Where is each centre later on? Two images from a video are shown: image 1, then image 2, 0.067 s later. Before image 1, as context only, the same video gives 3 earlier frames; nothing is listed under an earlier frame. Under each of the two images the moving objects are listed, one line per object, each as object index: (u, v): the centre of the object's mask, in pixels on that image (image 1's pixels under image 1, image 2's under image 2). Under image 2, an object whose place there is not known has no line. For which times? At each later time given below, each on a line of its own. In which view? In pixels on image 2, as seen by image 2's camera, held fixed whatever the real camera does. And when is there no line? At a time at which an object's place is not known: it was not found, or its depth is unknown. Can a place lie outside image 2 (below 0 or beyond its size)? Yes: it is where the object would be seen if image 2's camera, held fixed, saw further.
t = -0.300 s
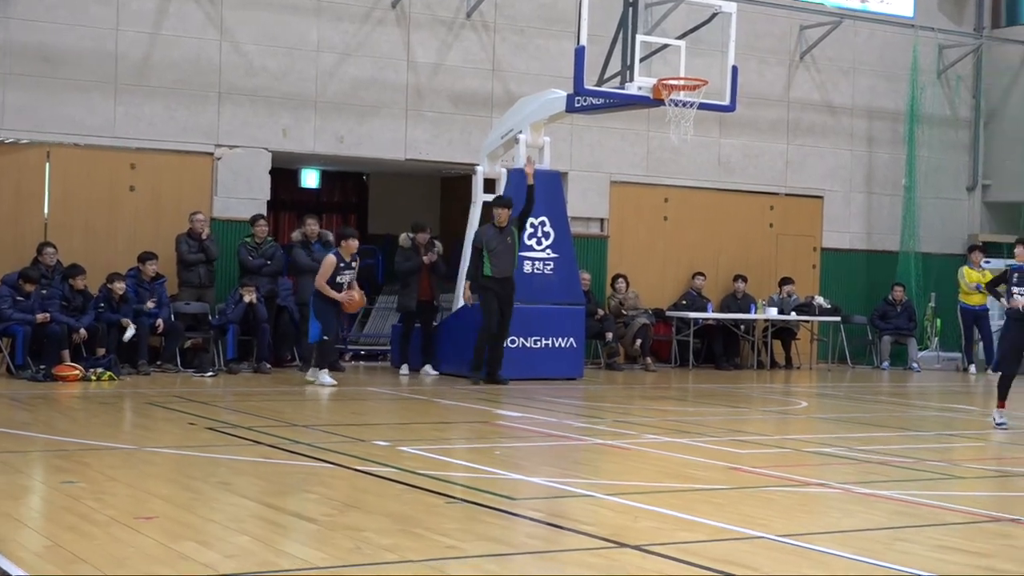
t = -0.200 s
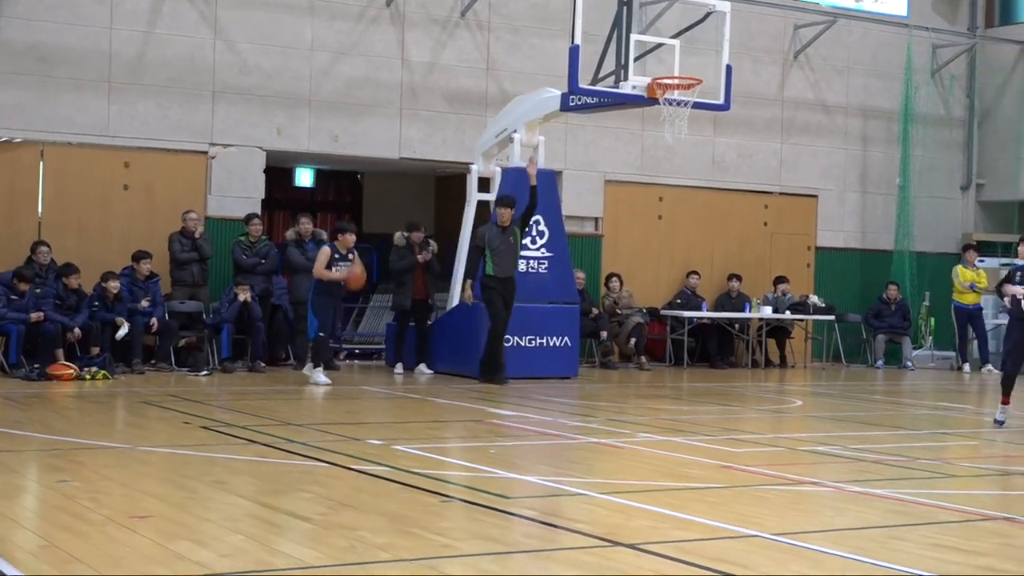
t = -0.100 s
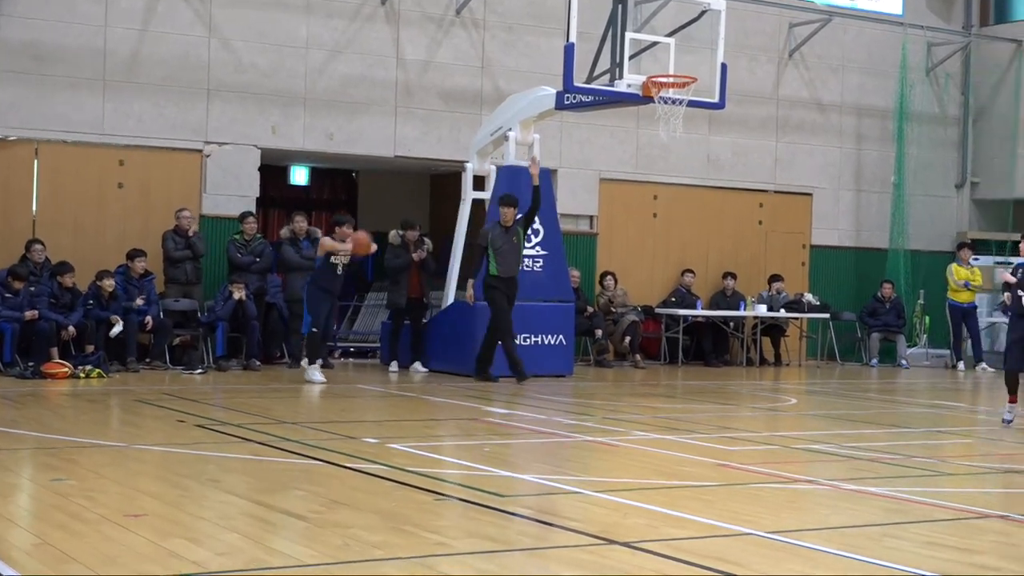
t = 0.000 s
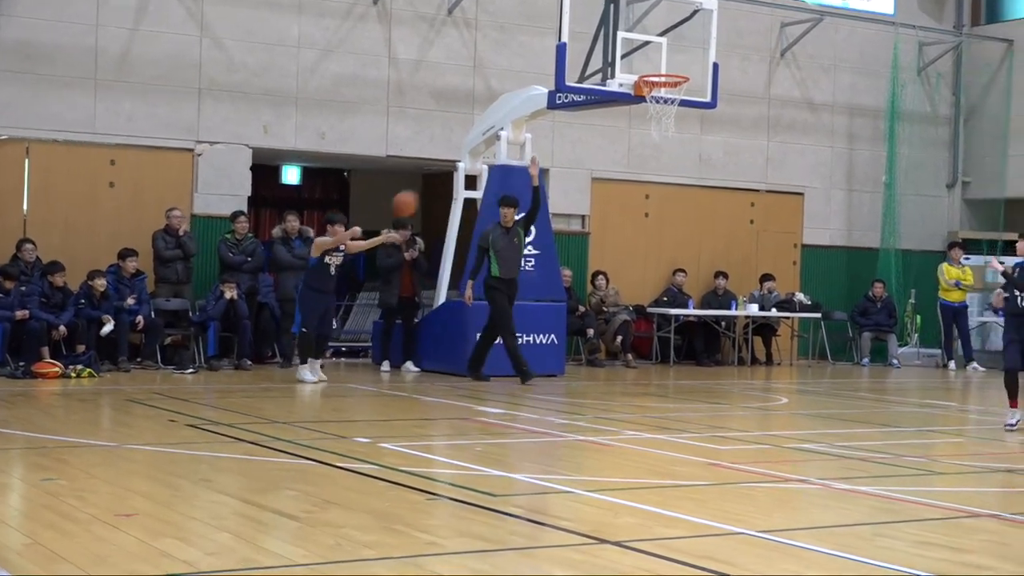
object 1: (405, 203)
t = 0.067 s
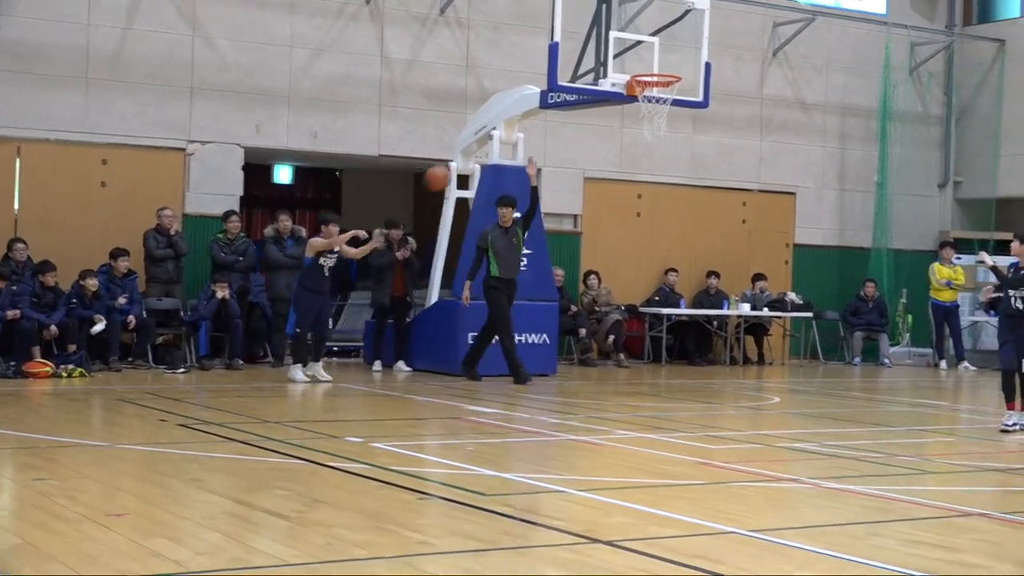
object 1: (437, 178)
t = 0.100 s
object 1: (459, 166)
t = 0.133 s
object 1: (480, 155)
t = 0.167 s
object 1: (502, 145)
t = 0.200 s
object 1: (522, 137)
